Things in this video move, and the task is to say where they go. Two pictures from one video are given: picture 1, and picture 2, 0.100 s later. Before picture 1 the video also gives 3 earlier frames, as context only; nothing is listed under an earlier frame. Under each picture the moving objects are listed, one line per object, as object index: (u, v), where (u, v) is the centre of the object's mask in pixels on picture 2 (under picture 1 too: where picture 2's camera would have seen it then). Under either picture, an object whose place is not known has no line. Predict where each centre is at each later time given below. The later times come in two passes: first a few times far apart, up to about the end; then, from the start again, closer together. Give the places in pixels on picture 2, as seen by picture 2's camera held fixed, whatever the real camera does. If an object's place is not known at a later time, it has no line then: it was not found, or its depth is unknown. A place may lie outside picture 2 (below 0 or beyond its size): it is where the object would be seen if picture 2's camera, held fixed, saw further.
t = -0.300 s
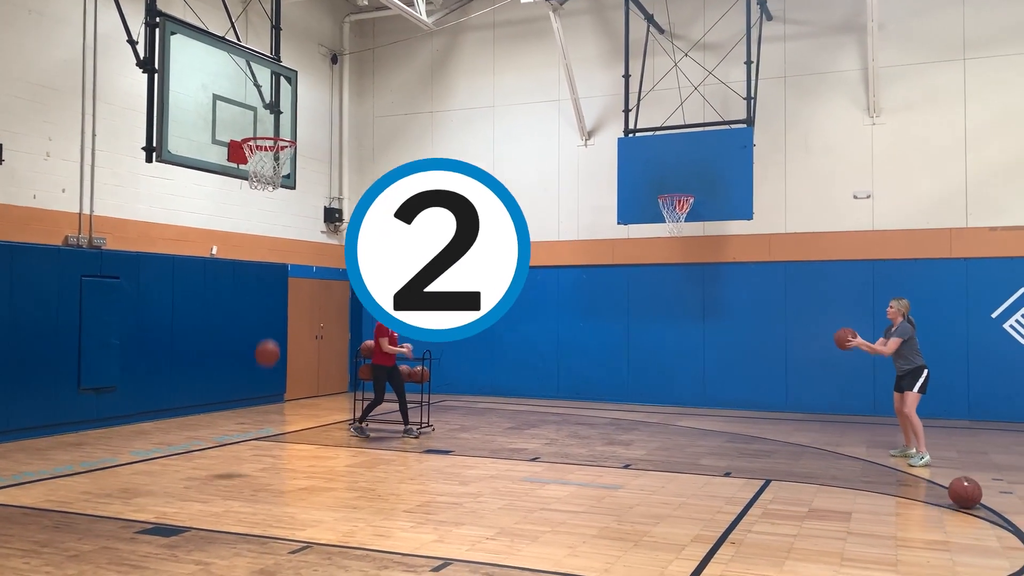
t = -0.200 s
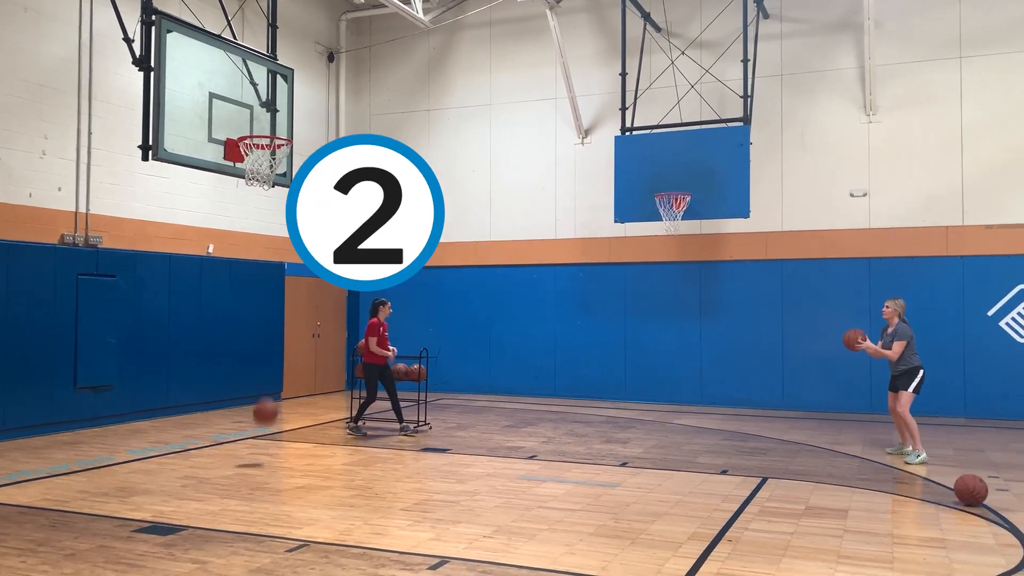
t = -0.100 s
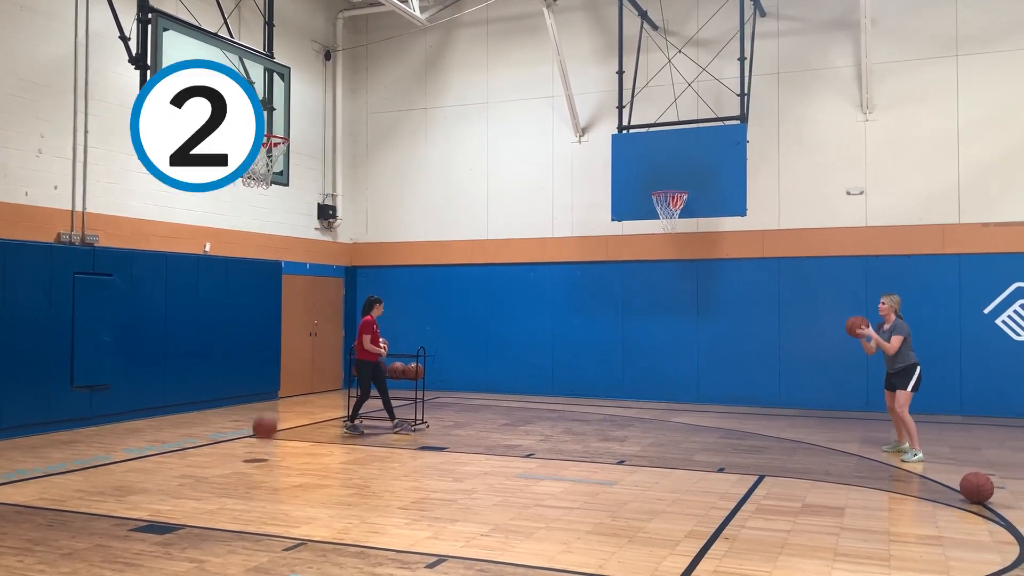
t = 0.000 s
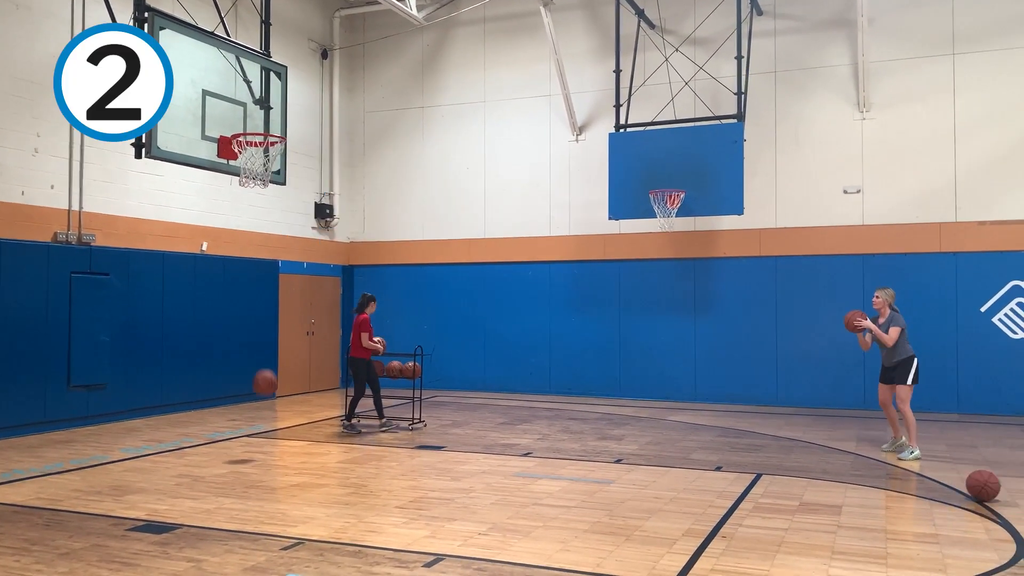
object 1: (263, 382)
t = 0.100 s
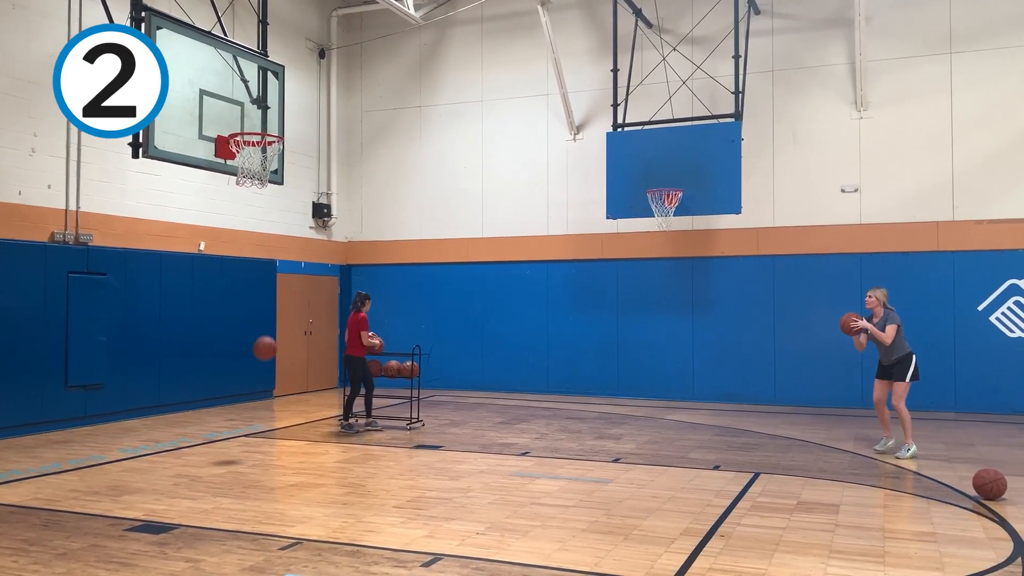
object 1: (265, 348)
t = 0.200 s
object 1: (267, 325)
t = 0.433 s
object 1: (271, 308)
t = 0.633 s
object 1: (275, 333)
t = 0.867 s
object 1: (279, 406)
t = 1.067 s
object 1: (282, 391)
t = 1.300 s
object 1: (286, 359)
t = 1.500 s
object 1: (289, 368)
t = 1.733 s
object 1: (291, 419)
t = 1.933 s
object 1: (294, 388)
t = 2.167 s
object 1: (296, 382)
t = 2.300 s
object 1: (298, 398)
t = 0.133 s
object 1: (265, 339)
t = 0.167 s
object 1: (266, 331)
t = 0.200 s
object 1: (267, 325)
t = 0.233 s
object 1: (268, 319)
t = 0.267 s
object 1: (268, 315)
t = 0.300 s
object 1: (269, 311)
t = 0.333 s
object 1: (270, 309)
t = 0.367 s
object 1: (270, 308)
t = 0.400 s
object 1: (271, 308)
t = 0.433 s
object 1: (271, 308)
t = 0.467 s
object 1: (272, 310)
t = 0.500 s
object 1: (273, 313)
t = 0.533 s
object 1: (274, 316)
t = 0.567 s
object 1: (274, 321)
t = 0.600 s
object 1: (274, 327)
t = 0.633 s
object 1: (275, 333)
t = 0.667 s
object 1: (275, 341)
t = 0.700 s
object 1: (276, 350)
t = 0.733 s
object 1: (277, 358)
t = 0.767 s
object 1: (277, 369)
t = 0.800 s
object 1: (278, 380)
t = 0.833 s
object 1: (278, 392)
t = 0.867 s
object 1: (279, 406)
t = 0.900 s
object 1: (279, 419)
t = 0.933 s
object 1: (279, 432)
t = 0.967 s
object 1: (280, 421)
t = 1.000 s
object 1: (280, 410)
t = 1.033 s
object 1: (281, 400)
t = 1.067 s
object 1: (282, 391)
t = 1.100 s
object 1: (283, 384)
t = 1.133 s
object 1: (283, 378)
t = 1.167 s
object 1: (284, 372)
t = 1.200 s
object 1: (285, 367)
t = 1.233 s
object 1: (285, 363)
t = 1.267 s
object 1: (286, 361)
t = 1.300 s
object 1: (286, 359)
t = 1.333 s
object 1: (287, 358)
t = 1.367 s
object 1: (287, 358)
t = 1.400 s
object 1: (288, 359)
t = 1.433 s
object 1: (288, 361)
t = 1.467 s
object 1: (288, 364)
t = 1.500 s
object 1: (289, 368)
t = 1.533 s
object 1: (290, 373)
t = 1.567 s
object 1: (290, 378)
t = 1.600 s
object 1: (290, 384)
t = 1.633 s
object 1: (291, 391)
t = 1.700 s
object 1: (291, 409)
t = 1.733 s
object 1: (291, 419)
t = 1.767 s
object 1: (292, 420)
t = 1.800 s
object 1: (292, 412)
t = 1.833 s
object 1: (293, 404)
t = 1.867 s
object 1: (293, 398)
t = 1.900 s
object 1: (294, 393)
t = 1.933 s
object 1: (294, 388)
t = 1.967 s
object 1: (294, 384)
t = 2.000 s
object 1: (295, 382)
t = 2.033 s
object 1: (295, 380)
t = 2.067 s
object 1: (296, 380)
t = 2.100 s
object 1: (296, 379)
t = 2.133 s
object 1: (296, 380)
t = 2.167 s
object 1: (296, 382)
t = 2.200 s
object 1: (297, 385)
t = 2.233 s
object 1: (297, 388)
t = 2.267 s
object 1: (298, 393)
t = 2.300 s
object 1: (298, 398)
